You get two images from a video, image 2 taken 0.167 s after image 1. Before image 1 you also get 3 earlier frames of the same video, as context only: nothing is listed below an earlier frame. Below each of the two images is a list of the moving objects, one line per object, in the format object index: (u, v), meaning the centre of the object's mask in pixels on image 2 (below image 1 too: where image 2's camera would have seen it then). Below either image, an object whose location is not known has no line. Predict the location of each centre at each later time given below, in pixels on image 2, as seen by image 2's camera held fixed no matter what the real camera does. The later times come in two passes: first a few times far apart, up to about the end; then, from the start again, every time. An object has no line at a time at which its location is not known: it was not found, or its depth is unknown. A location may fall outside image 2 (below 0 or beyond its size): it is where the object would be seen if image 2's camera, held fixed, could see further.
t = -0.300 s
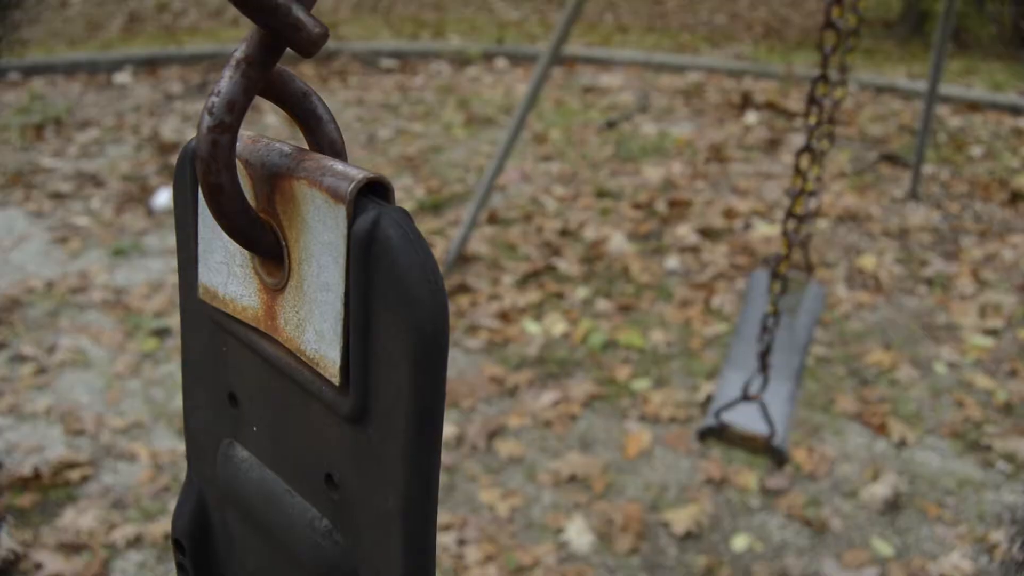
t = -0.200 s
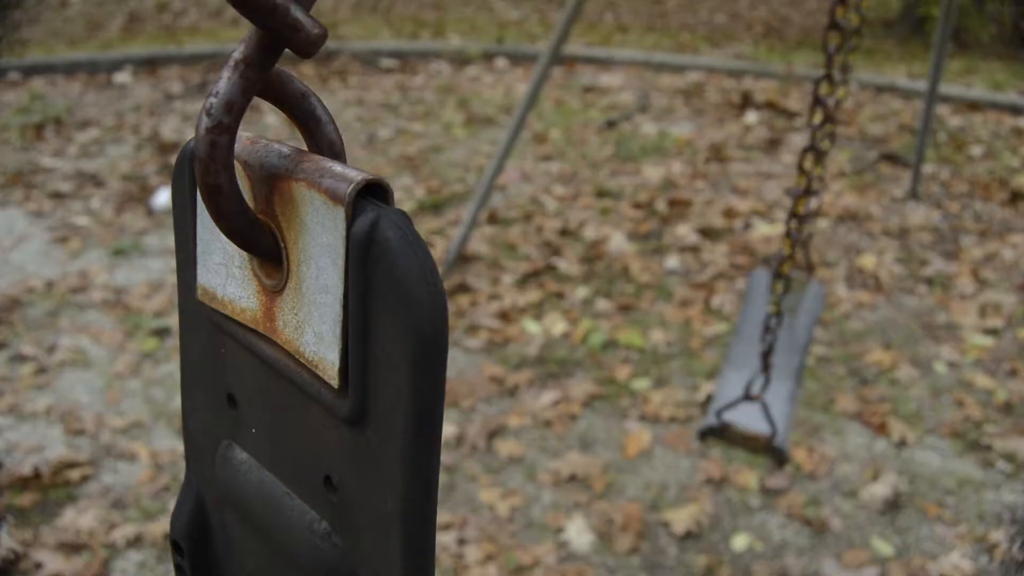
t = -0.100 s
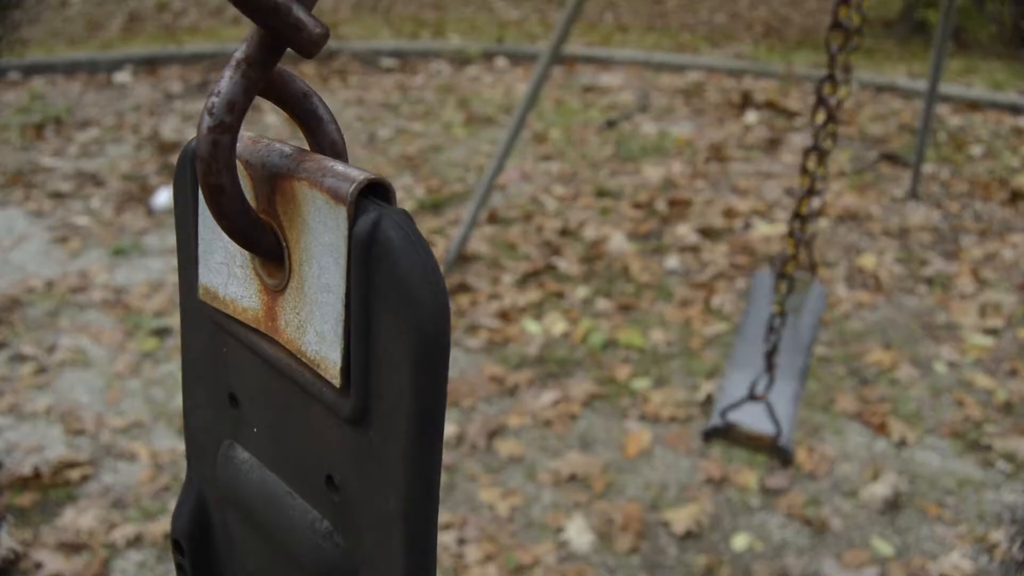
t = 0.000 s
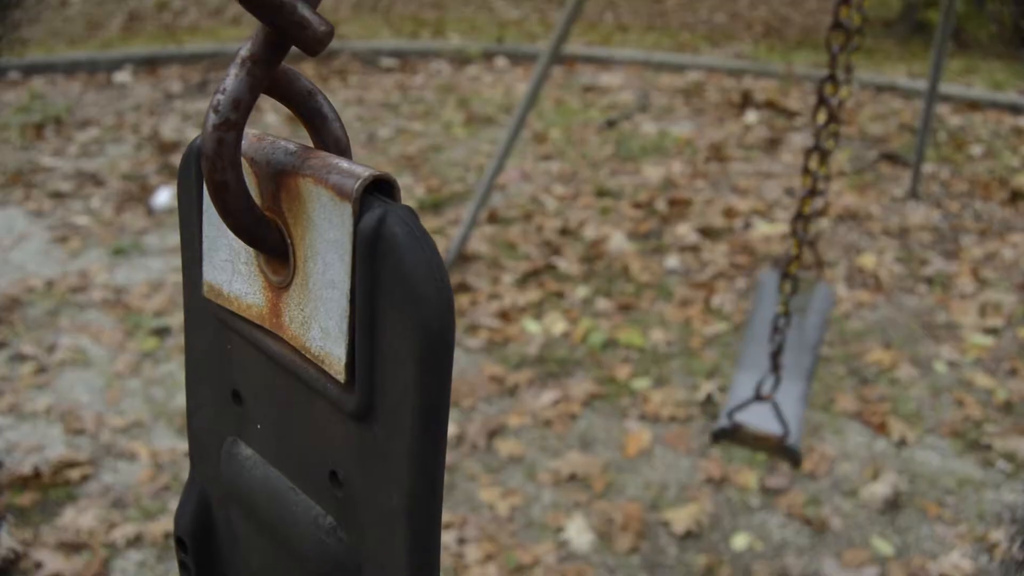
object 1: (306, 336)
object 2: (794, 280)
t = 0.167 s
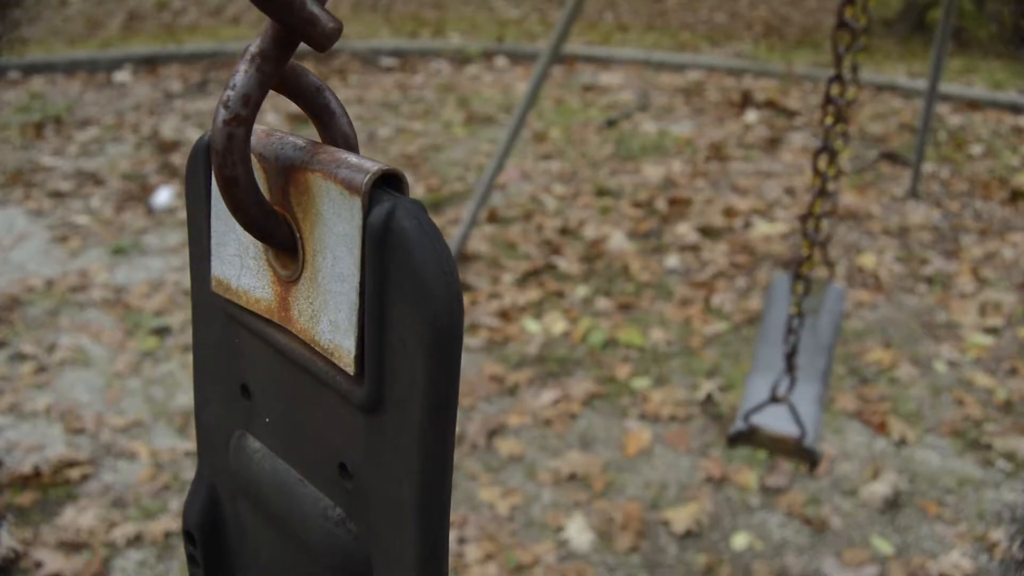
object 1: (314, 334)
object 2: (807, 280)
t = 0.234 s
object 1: (319, 334)
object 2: (813, 282)
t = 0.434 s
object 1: (328, 334)
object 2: (828, 298)
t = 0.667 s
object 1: (331, 335)
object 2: (846, 312)
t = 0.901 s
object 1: (310, 336)
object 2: (858, 313)
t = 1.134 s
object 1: (294, 338)
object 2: (857, 315)
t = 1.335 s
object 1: (296, 338)
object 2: (848, 314)
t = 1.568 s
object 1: (297, 341)
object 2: (830, 310)
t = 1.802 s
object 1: (307, 341)
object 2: (812, 292)
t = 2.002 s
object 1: (315, 340)
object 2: (797, 285)
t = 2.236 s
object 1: (316, 340)
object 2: (788, 278)
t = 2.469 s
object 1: (320, 339)
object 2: (789, 272)
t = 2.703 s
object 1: (330, 341)
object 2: (800, 278)
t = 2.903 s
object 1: (330, 341)
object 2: (813, 293)
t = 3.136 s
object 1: (323, 343)
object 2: (832, 304)
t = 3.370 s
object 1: (317, 343)
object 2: (848, 315)
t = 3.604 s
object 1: (305, 347)
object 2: (855, 320)
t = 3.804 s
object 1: (296, 348)
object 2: (854, 319)
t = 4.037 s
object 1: (303, 346)
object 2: (843, 321)
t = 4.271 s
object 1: (310, 347)
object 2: (826, 311)
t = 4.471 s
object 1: (316, 346)
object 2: (809, 305)
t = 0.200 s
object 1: (317, 336)
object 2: (810, 281)
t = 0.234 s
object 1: (319, 334)
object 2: (813, 282)
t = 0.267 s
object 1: (321, 336)
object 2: (815, 284)
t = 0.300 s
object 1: (323, 334)
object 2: (818, 287)
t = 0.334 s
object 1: (324, 333)
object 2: (821, 288)
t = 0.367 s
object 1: (326, 333)
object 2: (823, 289)
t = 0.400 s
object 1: (327, 334)
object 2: (826, 294)
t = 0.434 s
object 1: (328, 334)
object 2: (828, 298)
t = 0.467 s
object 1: (330, 333)
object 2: (831, 302)
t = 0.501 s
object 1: (331, 334)
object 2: (833, 304)
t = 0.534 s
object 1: (332, 335)
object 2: (835, 306)
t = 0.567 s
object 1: (332, 333)
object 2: (837, 309)
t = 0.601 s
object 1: (332, 335)
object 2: (841, 309)
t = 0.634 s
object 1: (332, 333)
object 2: (844, 310)
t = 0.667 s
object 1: (331, 335)
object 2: (846, 312)
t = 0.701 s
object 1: (329, 333)
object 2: (848, 312)
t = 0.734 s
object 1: (326, 334)
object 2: (850, 313)
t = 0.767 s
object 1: (324, 334)
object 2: (852, 312)
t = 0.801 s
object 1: (320, 336)
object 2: (854, 312)
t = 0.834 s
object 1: (317, 334)
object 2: (856, 312)
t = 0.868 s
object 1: (313, 335)
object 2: (857, 312)
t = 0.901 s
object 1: (310, 336)
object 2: (858, 313)
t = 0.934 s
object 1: (307, 338)
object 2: (858, 314)
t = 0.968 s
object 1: (304, 336)
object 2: (859, 314)
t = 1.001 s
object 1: (301, 336)
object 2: (859, 314)
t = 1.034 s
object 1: (299, 337)
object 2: (859, 314)
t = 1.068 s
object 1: (297, 338)
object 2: (859, 315)
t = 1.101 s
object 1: (296, 338)
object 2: (858, 315)
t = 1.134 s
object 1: (294, 338)
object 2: (857, 315)
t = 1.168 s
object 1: (294, 340)
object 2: (857, 315)
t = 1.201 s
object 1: (294, 339)
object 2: (855, 314)
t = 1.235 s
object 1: (294, 340)
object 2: (853, 314)
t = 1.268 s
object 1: (295, 339)
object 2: (852, 314)
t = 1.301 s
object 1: (295, 340)
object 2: (850, 315)
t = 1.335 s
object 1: (296, 338)
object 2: (848, 314)
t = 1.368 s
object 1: (297, 339)
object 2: (846, 314)
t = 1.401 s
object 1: (297, 340)
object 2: (844, 314)
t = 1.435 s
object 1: (297, 341)
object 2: (840, 315)
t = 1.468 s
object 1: (297, 339)
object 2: (838, 315)
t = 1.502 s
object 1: (297, 340)
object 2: (835, 313)
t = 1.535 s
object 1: (297, 340)
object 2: (833, 311)
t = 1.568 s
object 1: (297, 341)
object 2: (830, 310)
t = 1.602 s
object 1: (297, 340)
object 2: (827, 308)
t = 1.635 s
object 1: (298, 340)
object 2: (825, 307)
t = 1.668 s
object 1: (300, 340)
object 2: (822, 303)
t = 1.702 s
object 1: (302, 341)
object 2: (819, 300)
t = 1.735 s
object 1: (303, 340)
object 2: (817, 298)
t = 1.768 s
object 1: (305, 341)
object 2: (814, 296)
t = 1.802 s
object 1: (307, 341)
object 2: (812, 292)
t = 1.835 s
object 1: (308, 340)
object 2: (809, 290)
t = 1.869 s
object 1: (309, 341)
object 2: (807, 289)
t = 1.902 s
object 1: (310, 340)
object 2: (804, 288)
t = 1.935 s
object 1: (312, 340)
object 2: (802, 287)
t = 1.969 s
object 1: (313, 340)
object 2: (799, 285)
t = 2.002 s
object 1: (315, 340)
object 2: (797, 285)
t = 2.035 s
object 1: (315, 339)
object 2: (795, 284)
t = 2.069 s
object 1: (316, 340)
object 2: (793, 283)
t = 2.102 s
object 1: (316, 339)
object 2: (791, 282)
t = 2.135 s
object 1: (316, 340)
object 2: (790, 281)
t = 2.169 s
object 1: (316, 340)
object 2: (789, 280)
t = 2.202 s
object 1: (316, 340)
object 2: (788, 278)
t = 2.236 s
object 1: (316, 340)
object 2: (788, 278)
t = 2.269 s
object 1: (316, 340)
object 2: (788, 276)
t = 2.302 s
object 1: (316, 340)
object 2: (787, 275)
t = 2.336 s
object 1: (316, 340)
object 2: (787, 274)
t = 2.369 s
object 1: (317, 341)
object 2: (788, 273)
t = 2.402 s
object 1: (318, 341)
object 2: (788, 273)
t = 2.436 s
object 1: (319, 341)
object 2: (789, 272)
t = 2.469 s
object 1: (320, 339)
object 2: (789, 272)
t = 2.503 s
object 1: (321, 340)
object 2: (790, 271)
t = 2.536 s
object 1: (323, 339)
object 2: (791, 271)
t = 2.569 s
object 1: (325, 341)
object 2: (793, 272)
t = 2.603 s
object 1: (327, 341)
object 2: (794, 273)
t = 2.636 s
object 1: (328, 341)
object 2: (796, 275)
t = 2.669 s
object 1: (329, 339)
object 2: (798, 276)
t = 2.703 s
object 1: (330, 341)
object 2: (800, 278)
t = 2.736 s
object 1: (331, 341)
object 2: (802, 279)
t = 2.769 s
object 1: (331, 340)
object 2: (804, 281)
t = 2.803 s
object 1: (331, 342)
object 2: (806, 284)
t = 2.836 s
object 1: (331, 341)
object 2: (808, 287)
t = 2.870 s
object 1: (330, 341)
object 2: (811, 290)
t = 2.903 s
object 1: (330, 341)
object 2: (813, 293)
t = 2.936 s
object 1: (329, 342)
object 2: (815, 295)
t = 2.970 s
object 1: (328, 341)
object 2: (817, 298)
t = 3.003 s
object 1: (326, 342)
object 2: (820, 301)
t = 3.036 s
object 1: (325, 343)
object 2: (823, 302)
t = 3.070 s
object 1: (324, 343)
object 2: (826, 303)
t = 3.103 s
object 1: (323, 342)
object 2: (829, 304)
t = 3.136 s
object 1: (323, 343)
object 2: (832, 304)
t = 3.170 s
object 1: (322, 344)
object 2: (834, 305)
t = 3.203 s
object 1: (322, 344)
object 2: (837, 306)
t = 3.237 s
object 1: (321, 342)
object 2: (840, 307)
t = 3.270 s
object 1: (320, 344)
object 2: (842, 308)
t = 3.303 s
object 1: (320, 344)
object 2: (844, 311)
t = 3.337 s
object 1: (319, 344)
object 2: (846, 313)
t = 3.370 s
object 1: (317, 343)
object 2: (848, 315)
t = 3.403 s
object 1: (315, 345)
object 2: (850, 316)
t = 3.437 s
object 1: (314, 345)
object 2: (851, 318)
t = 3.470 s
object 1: (312, 345)
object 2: (853, 319)
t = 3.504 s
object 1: (310, 344)
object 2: (854, 319)
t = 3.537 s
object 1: (308, 346)
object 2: (855, 321)
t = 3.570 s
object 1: (306, 346)
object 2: (855, 320)
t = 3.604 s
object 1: (305, 347)
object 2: (855, 320)
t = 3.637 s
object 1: (302, 346)
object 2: (856, 320)
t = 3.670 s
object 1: (301, 347)
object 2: (856, 319)
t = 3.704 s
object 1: (299, 347)
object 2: (856, 318)
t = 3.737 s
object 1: (298, 348)
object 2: (856, 318)
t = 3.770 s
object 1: (297, 348)
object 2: (855, 319)
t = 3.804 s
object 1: (296, 348)
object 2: (854, 319)
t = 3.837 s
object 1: (297, 348)
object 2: (853, 320)
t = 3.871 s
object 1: (298, 349)
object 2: (852, 319)
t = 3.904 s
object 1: (298, 346)
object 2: (850, 321)
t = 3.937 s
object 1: (300, 348)
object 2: (849, 324)
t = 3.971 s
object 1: (301, 348)
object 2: (847, 322)
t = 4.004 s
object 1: (302, 348)
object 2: (845, 322)
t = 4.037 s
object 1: (303, 346)
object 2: (843, 321)
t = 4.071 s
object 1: (304, 348)
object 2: (841, 319)
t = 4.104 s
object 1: (305, 347)
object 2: (838, 318)
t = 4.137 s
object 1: (307, 348)
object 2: (836, 318)
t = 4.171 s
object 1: (308, 349)
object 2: (833, 316)
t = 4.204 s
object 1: (309, 347)
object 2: (831, 316)
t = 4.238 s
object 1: (310, 348)
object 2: (828, 314)
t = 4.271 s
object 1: (310, 347)
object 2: (826, 311)
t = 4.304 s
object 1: (311, 348)
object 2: (823, 310)
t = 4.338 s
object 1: (312, 348)
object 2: (820, 310)
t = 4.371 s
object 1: (313, 348)
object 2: (817, 310)
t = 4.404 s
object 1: (313, 348)
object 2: (814, 308)
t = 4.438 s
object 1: (314, 346)
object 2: (812, 306)
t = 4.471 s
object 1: (316, 346)
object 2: (809, 305)
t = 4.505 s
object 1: (317, 347)
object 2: (807, 303)
